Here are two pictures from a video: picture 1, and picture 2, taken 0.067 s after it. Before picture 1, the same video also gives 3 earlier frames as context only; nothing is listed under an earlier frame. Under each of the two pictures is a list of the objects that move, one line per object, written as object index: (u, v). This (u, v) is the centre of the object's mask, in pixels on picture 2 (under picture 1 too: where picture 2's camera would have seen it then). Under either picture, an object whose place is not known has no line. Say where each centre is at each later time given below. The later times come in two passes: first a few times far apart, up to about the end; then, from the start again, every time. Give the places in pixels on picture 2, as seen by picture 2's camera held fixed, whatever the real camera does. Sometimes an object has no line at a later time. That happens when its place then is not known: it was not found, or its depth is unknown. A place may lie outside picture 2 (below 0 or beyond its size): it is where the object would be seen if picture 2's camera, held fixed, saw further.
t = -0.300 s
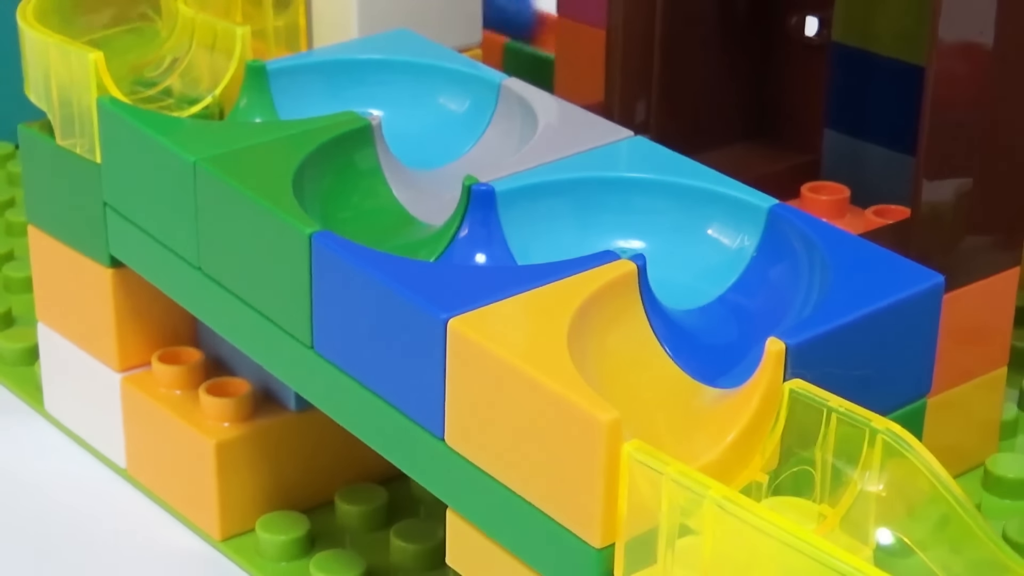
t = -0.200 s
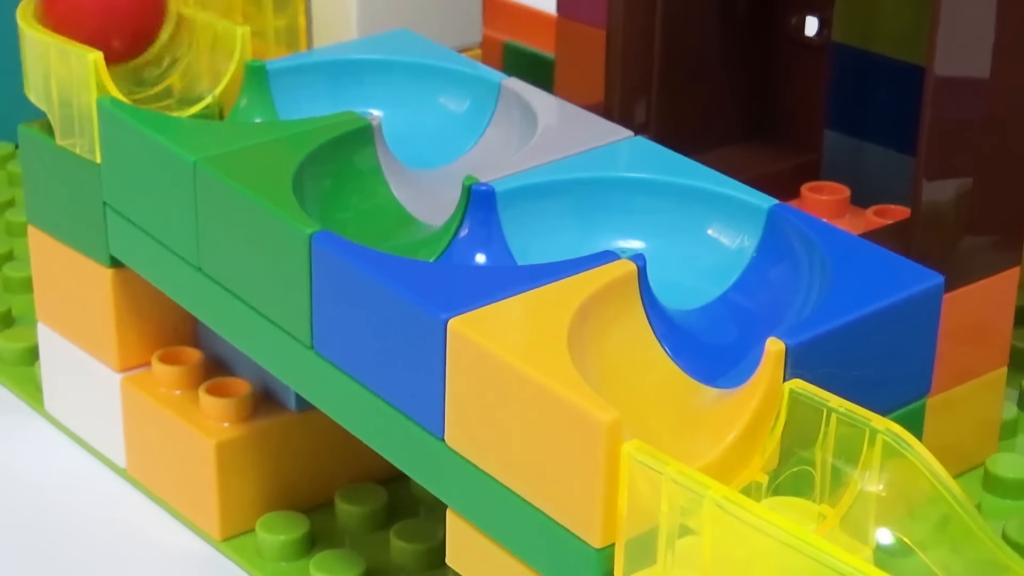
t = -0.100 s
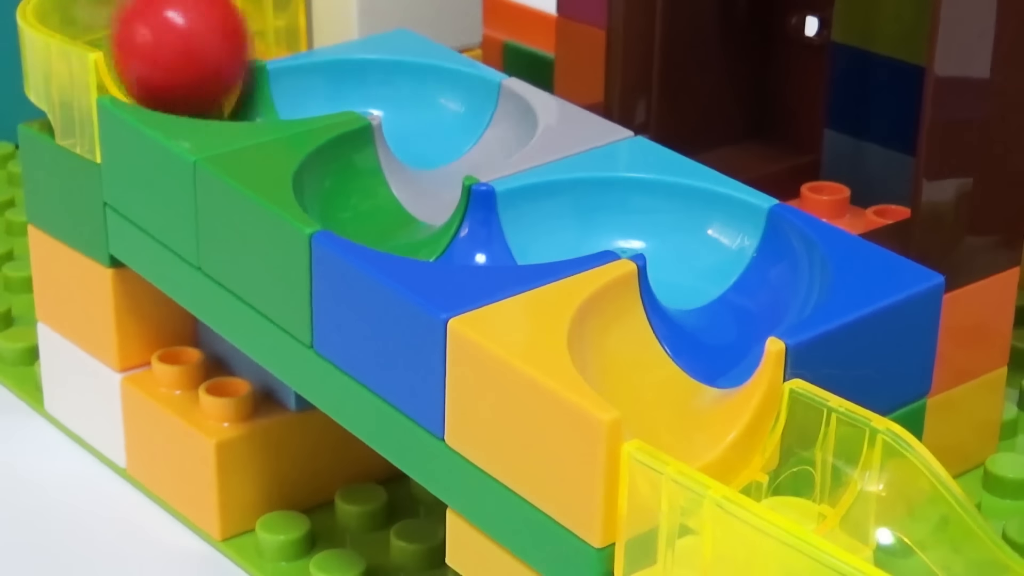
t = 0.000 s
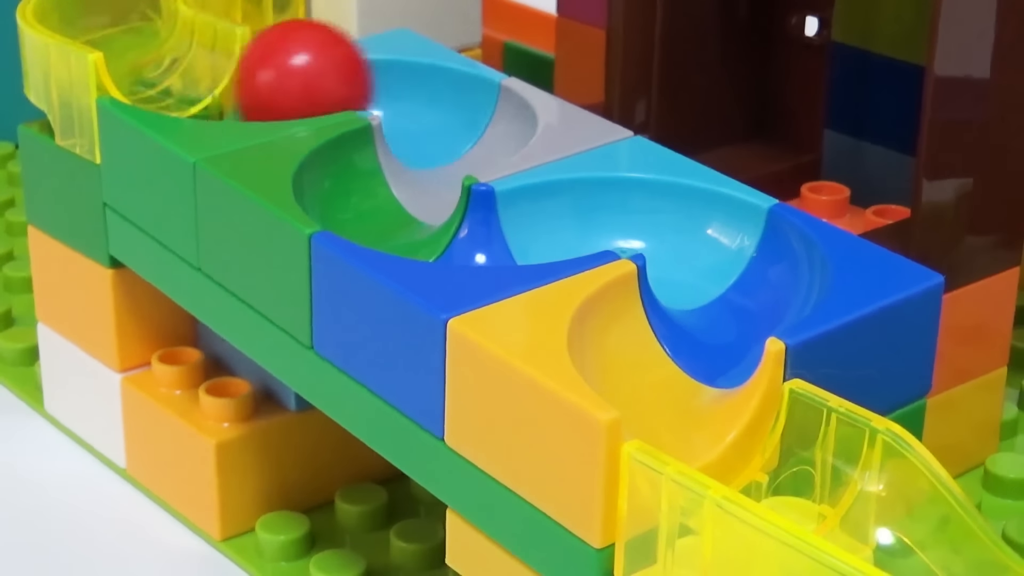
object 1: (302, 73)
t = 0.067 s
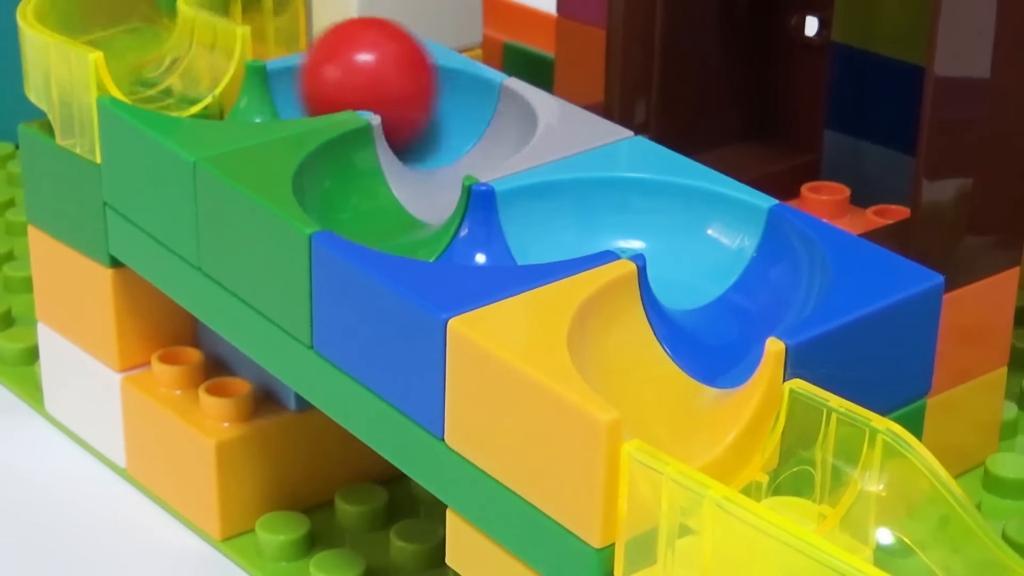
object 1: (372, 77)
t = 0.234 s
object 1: (455, 124)
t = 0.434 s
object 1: (401, 197)
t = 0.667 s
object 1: (670, 214)
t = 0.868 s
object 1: (685, 314)
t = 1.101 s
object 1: (835, 461)
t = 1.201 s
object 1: (992, 542)
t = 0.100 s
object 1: (404, 84)
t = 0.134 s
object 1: (429, 95)
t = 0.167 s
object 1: (449, 104)
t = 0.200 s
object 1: (458, 112)
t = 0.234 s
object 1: (455, 124)
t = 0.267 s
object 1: (438, 140)
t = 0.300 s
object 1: (414, 150)
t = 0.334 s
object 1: (391, 162)
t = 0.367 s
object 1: (378, 174)
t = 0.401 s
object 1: (383, 186)
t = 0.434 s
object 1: (401, 197)
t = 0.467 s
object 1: (437, 207)
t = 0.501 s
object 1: (479, 211)
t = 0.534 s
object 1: (524, 209)
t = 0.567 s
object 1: (560, 204)
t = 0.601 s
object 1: (593, 199)
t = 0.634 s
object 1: (634, 203)
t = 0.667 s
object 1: (670, 214)
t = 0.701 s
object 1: (701, 225)
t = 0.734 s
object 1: (725, 241)
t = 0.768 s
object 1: (737, 259)
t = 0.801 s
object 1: (735, 276)
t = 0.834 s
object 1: (715, 295)
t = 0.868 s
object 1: (685, 314)
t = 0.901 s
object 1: (666, 332)
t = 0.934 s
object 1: (669, 352)
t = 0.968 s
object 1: (692, 370)
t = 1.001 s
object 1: (720, 386)
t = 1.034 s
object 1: (758, 415)
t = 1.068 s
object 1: (802, 438)
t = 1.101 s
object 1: (835, 461)
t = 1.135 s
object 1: (890, 488)
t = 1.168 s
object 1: (947, 515)
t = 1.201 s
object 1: (992, 542)
